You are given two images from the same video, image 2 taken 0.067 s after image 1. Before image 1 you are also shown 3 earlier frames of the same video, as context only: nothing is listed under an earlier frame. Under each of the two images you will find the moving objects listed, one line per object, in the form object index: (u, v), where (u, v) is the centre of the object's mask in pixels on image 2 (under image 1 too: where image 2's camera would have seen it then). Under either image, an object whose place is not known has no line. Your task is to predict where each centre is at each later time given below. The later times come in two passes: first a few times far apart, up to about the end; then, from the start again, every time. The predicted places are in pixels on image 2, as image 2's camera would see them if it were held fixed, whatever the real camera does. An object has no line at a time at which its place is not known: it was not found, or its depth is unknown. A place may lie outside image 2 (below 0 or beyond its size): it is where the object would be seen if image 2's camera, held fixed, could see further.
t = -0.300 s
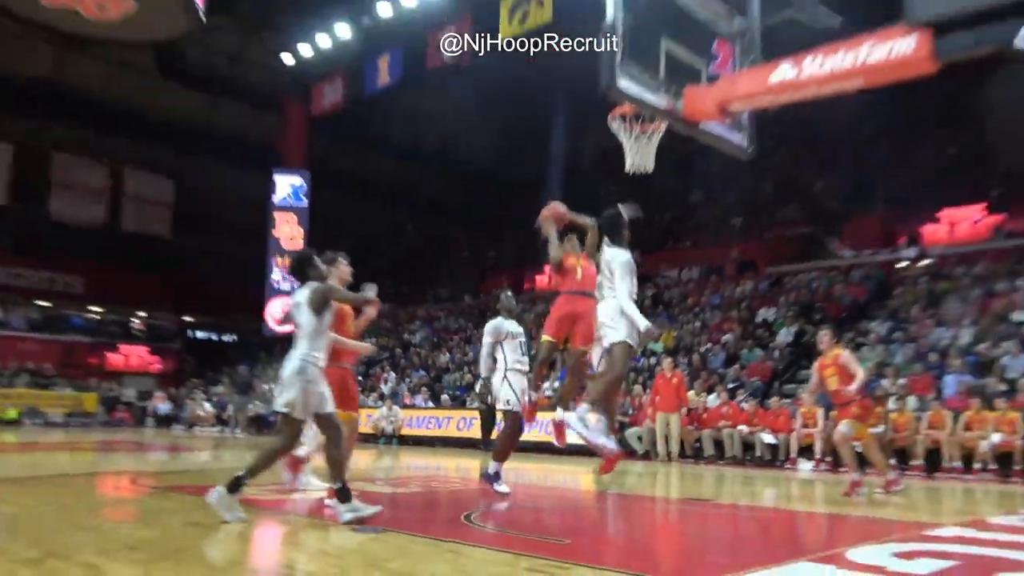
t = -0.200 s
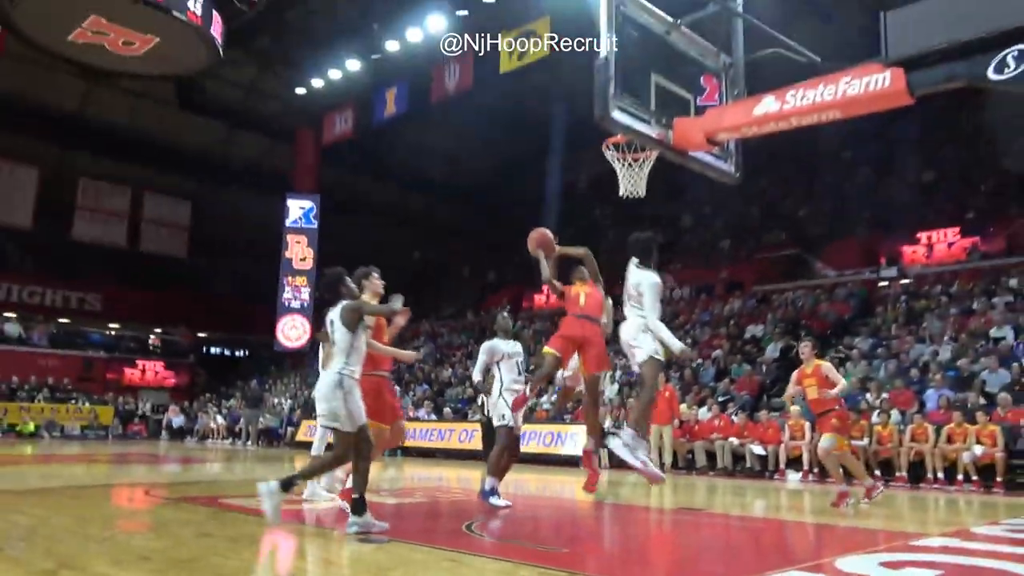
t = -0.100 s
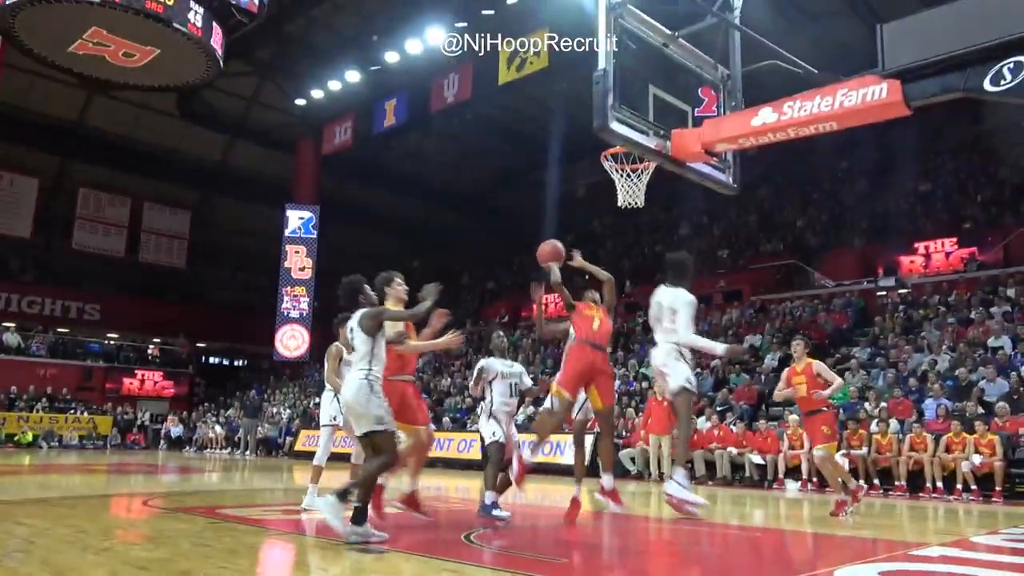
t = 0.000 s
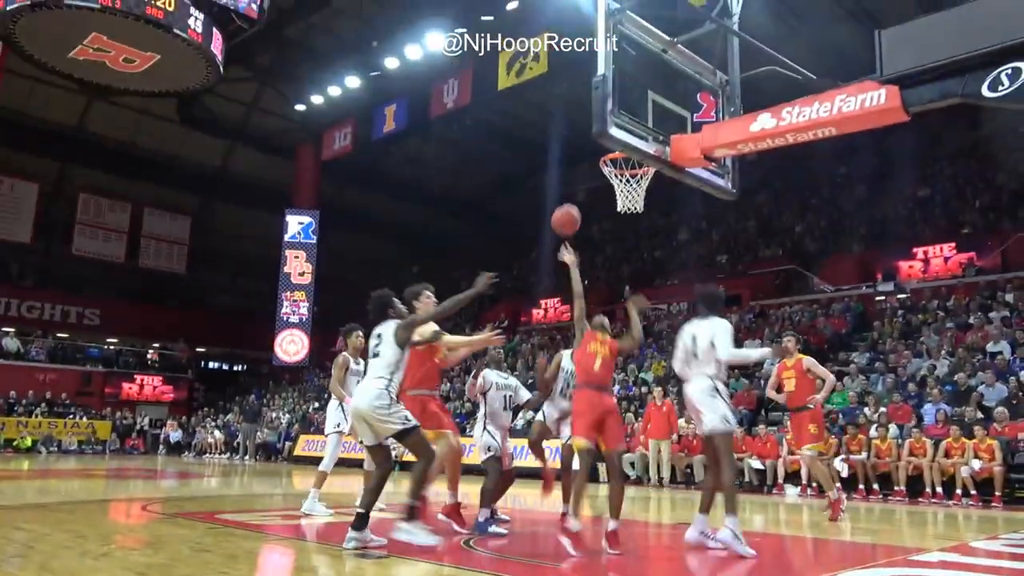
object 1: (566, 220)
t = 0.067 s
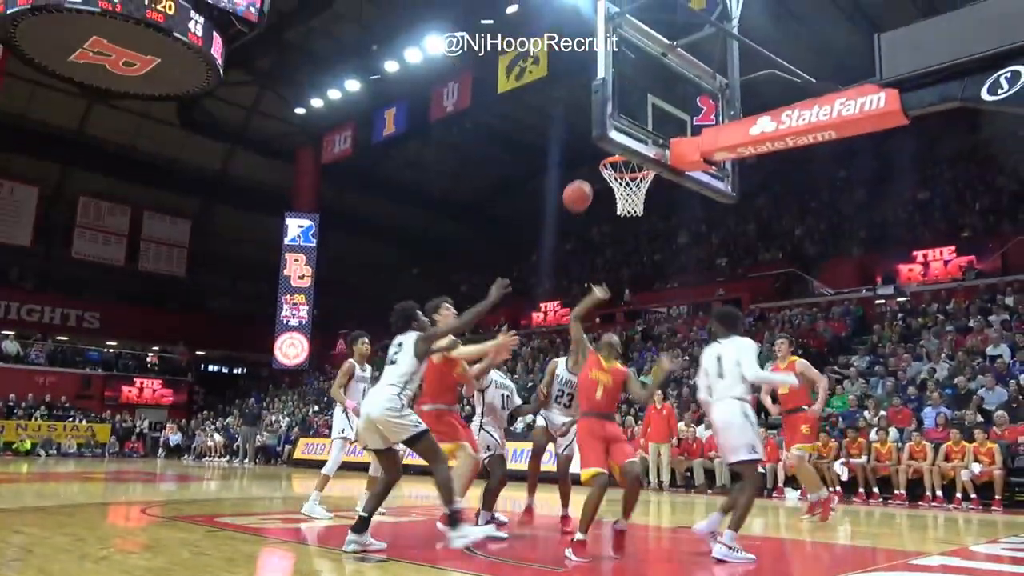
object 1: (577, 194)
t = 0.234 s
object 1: (588, 157)
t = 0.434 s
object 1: (576, 175)
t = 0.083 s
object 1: (580, 186)
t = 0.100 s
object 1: (583, 180)
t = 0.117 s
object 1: (585, 175)
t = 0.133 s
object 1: (587, 170)
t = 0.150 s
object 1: (590, 164)
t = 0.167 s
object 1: (590, 162)
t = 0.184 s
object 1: (590, 160)
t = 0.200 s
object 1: (589, 159)
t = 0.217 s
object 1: (588, 158)
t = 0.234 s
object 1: (588, 157)
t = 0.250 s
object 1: (587, 157)
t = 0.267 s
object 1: (586, 157)
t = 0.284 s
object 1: (585, 158)
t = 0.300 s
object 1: (584, 159)
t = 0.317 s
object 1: (583, 160)
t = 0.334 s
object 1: (582, 160)
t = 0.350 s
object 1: (581, 161)
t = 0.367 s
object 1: (580, 164)
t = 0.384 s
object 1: (579, 167)
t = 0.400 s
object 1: (578, 169)
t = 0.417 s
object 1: (576, 171)
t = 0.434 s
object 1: (576, 175)
